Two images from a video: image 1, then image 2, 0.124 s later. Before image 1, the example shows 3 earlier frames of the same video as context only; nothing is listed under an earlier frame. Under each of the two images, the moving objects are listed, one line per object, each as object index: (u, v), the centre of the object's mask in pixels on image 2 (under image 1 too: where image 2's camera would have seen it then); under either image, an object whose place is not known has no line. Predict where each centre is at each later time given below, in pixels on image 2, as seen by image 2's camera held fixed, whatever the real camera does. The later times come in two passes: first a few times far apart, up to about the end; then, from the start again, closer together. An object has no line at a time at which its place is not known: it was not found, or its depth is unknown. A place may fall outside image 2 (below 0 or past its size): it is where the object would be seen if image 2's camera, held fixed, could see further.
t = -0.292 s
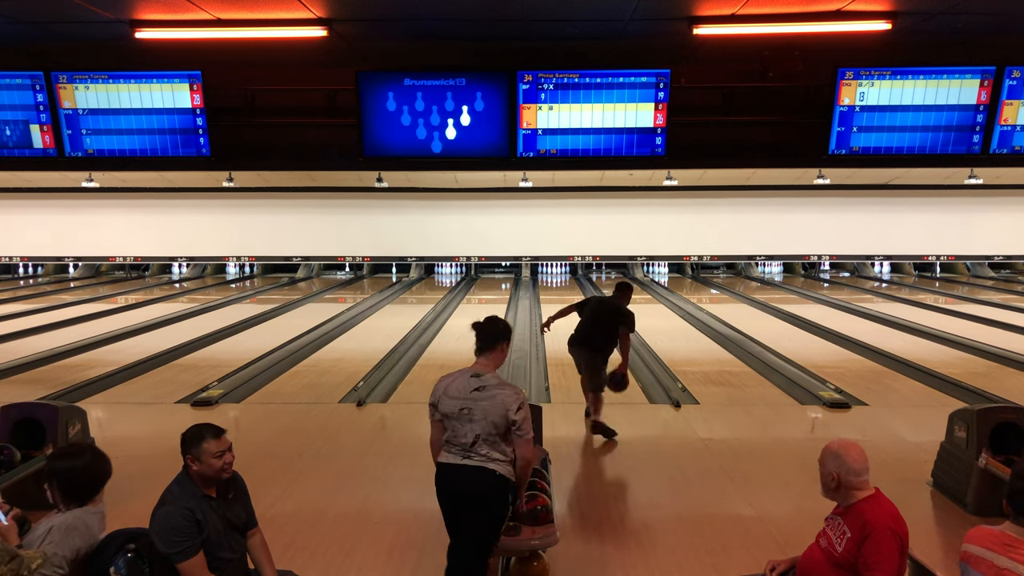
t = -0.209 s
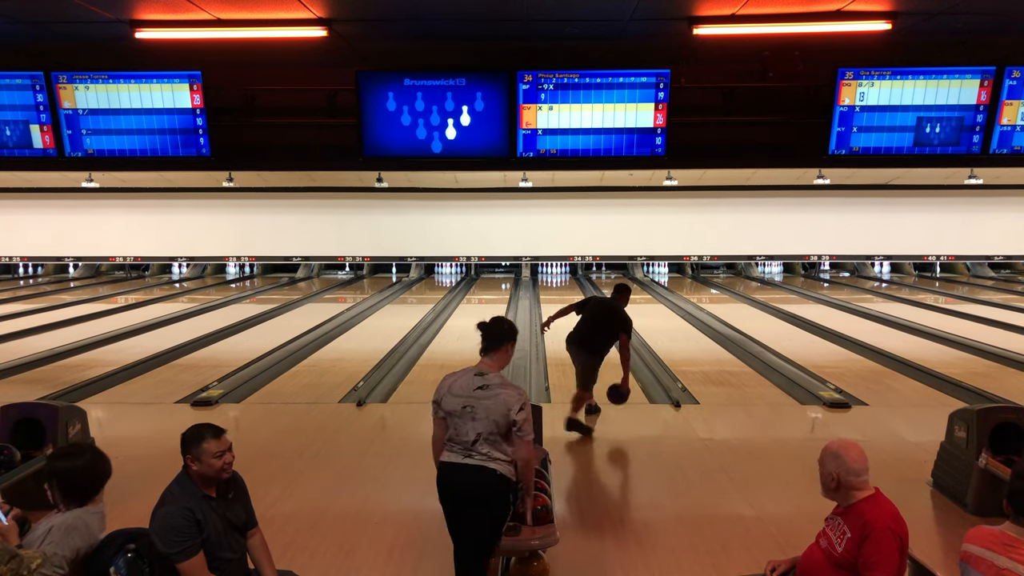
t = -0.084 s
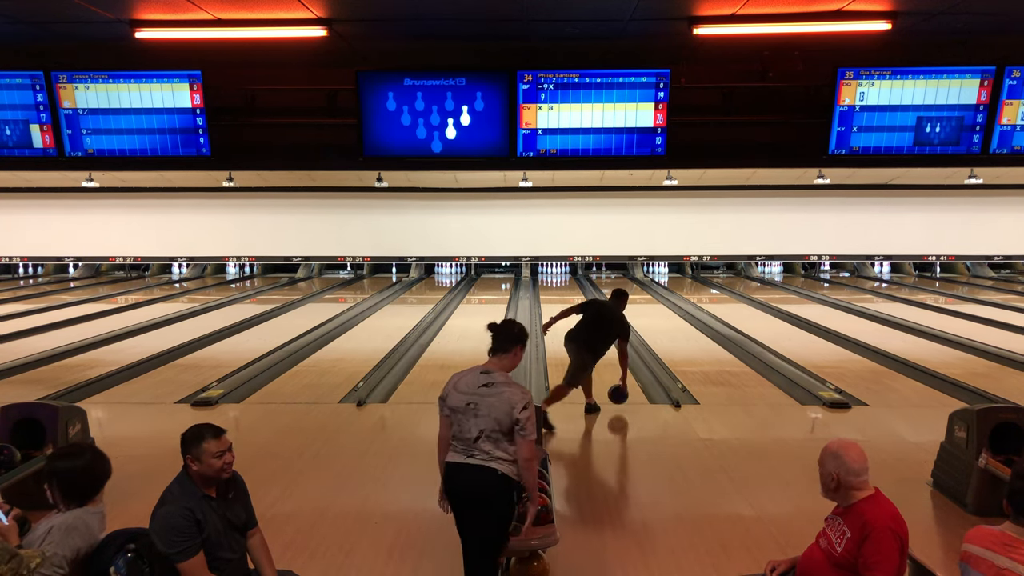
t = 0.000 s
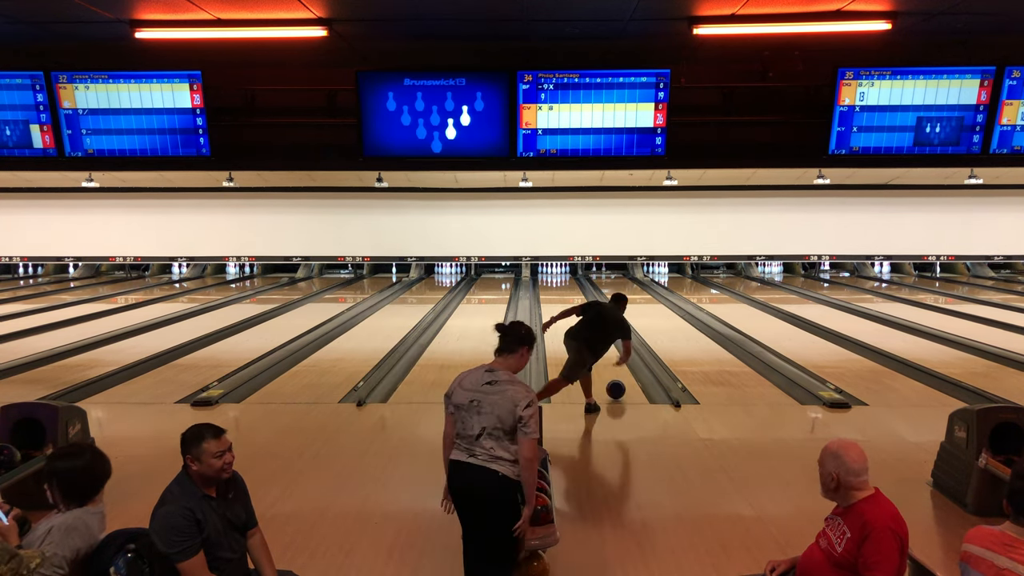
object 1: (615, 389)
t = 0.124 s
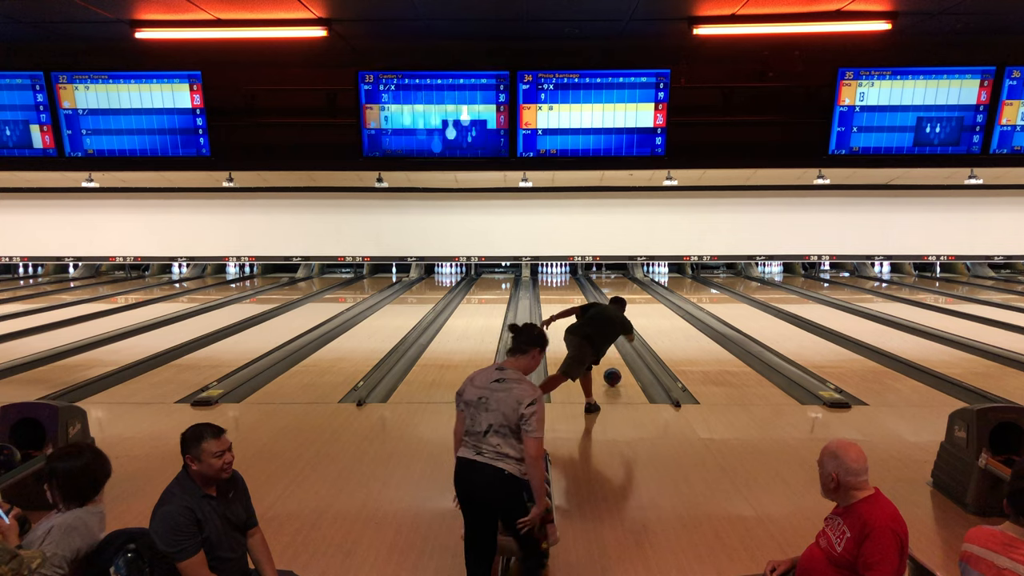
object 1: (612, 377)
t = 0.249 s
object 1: (609, 366)
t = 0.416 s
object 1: (608, 354)
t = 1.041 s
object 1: (590, 319)
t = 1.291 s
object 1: (590, 310)
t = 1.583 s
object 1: (587, 301)
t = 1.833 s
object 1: (583, 295)
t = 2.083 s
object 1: (581, 289)
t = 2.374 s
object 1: (577, 283)
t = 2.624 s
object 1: (575, 279)
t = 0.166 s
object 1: (611, 373)
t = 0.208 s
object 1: (610, 369)
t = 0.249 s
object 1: (609, 366)
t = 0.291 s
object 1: (608, 362)
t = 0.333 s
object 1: (608, 360)
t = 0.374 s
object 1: (608, 357)
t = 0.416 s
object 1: (608, 354)
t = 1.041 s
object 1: (590, 319)
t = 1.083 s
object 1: (591, 318)
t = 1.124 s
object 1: (591, 316)
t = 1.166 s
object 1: (592, 314)
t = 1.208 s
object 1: (591, 313)
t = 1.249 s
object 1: (591, 311)
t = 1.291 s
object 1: (590, 310)
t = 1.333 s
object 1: (590, 309)
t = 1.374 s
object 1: (589, 307)
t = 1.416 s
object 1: (589, 306)
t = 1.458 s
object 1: (588, 305)
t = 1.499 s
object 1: (588, 304)
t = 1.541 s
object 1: (587, 303)
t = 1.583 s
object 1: (587, 301)
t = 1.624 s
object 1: (586, 300)
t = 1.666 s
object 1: (585, 299)
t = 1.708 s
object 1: (585, 298)
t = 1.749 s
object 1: (584, 297)
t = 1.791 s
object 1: (584, 296)
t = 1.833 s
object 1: (583, 295)
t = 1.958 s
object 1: (582, 292)
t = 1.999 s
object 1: (582, 291)
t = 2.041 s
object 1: (581, 290)
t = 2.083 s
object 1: (581, 289)
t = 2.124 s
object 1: (580, 288)
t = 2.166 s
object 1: (580, 287)
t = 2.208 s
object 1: (580, 287)
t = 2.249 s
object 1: (579, 286)
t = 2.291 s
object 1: (579, 285)
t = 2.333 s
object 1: (578, 284)
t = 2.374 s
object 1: (577, 283)
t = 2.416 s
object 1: (577, 283)
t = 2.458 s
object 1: (576, 282)
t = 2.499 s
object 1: (576, 281)
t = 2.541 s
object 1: (576, 280)
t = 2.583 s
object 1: (575, 280)
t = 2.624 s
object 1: (575, 279)
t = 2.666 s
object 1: (574, 279)
